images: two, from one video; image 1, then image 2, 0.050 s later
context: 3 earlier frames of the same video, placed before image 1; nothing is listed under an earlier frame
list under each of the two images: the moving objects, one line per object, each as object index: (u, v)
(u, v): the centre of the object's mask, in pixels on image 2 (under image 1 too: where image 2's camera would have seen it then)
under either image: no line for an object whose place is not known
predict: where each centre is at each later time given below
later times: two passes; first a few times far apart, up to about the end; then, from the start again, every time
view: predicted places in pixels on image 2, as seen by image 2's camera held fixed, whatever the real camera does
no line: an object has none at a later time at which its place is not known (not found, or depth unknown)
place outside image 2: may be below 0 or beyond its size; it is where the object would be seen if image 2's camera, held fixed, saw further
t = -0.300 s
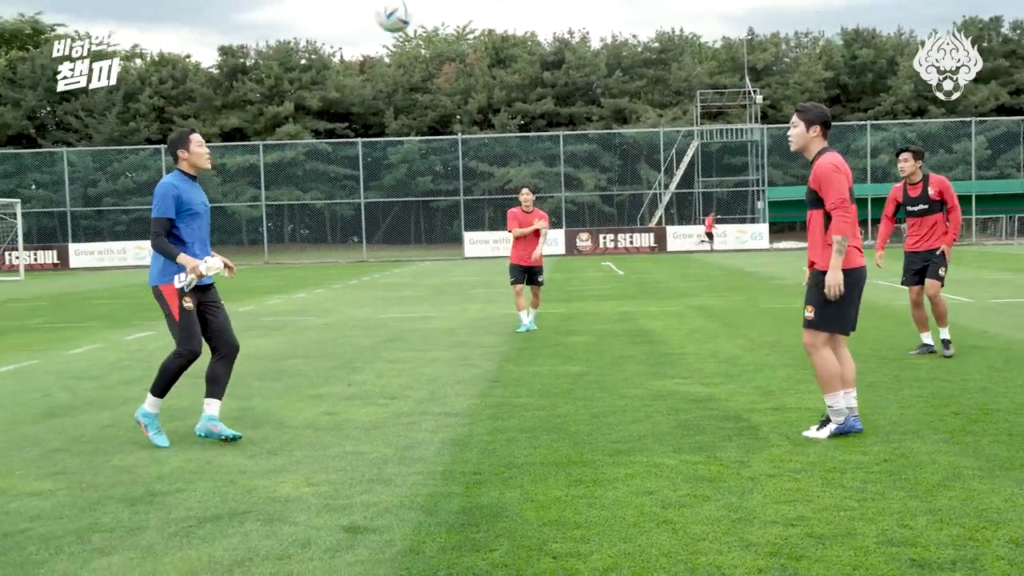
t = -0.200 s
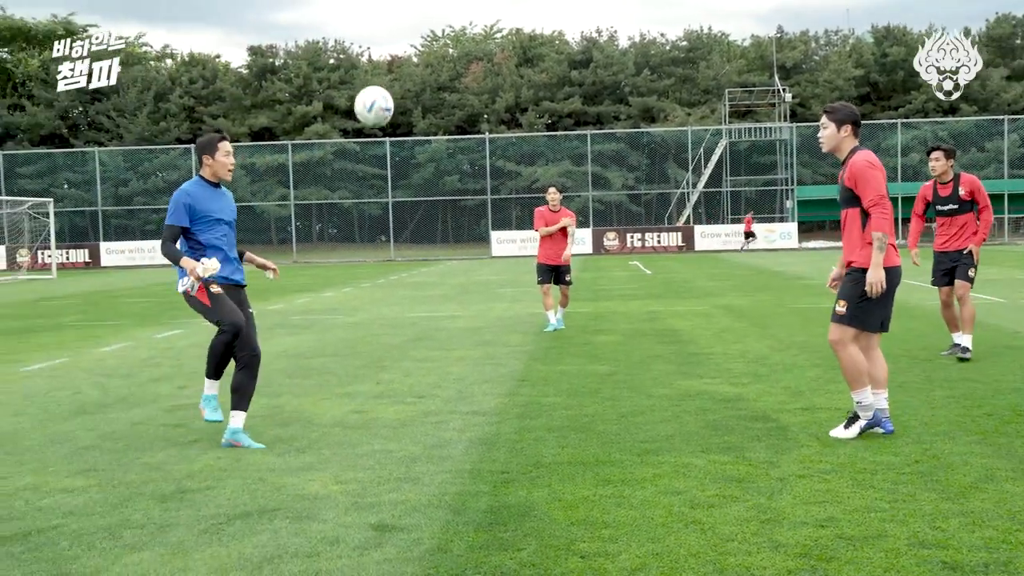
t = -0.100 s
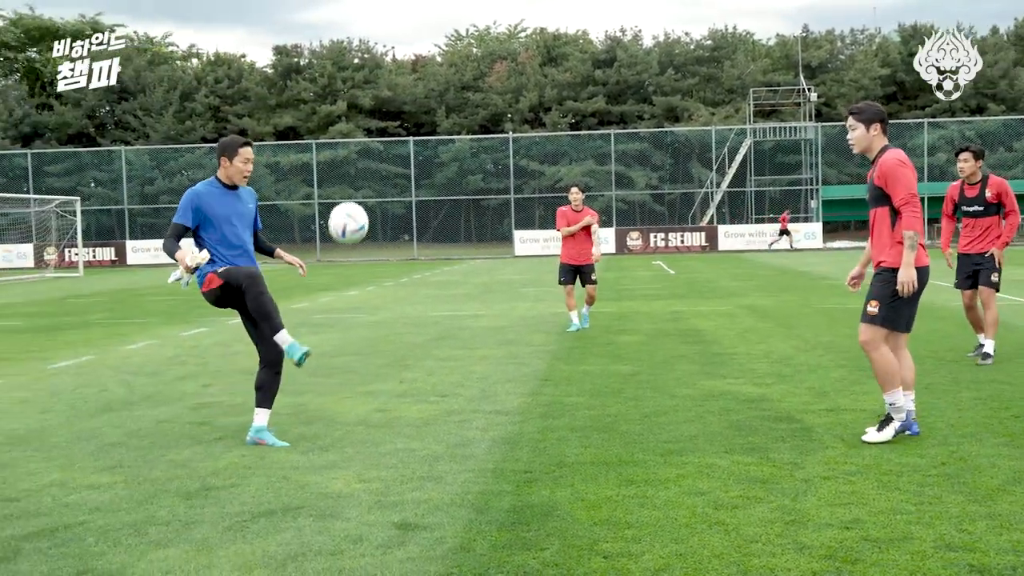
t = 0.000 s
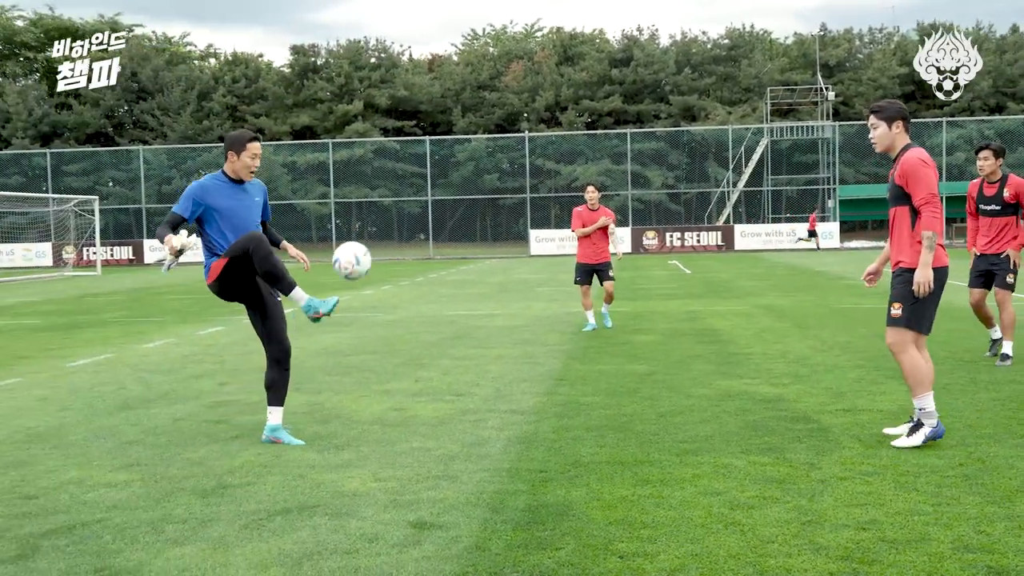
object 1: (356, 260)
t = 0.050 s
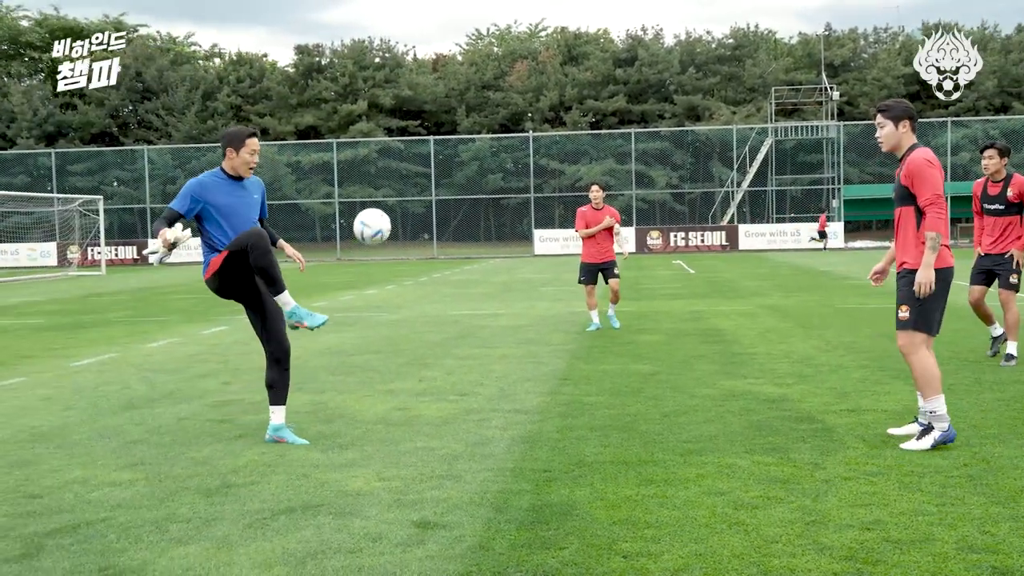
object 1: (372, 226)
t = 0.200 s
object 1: (415, 161)
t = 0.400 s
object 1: (459, 140)
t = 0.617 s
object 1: (497, 175)
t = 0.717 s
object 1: (512, 206)
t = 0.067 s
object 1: (377, 216)
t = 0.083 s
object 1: (382, 207)
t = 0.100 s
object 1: (387, 199)
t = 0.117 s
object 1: (392, 191)
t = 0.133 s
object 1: (397, 184)
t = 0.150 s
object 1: (402, 177)
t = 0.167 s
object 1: (406, 171)
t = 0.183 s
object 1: (411, 166)
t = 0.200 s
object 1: (415, 161)
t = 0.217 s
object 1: (419, 157)
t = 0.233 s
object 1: (423, 154)
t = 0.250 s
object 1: (426, 151)
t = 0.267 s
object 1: (431, 148)
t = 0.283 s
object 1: (435, 145)
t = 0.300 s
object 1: (439, 143)
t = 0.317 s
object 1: (442, 142)
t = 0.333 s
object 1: (446, 141)
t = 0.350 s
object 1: (449, 141)
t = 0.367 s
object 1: (452, 140)
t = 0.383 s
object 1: (456, 140)
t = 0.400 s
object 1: (459, 140)
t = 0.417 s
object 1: (462, 142)
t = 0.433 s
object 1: (465, 143)
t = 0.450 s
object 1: (468, 144)
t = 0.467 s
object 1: (471, 146)
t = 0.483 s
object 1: (474, 148)
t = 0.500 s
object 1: (477, 150)
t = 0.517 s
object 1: (480, 153)
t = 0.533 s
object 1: (483, 156)
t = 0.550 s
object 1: (486, 160)
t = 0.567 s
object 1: (488, 162)
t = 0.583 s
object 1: (491, 167)
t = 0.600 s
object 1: (494, 171)
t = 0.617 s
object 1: (497, 175)
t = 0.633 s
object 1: (499, 180)
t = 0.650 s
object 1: (502, 184)
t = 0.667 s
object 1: (504, 189)
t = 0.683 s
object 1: (507, 195)
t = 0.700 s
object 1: (510, 200)
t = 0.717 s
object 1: (512, 206)
